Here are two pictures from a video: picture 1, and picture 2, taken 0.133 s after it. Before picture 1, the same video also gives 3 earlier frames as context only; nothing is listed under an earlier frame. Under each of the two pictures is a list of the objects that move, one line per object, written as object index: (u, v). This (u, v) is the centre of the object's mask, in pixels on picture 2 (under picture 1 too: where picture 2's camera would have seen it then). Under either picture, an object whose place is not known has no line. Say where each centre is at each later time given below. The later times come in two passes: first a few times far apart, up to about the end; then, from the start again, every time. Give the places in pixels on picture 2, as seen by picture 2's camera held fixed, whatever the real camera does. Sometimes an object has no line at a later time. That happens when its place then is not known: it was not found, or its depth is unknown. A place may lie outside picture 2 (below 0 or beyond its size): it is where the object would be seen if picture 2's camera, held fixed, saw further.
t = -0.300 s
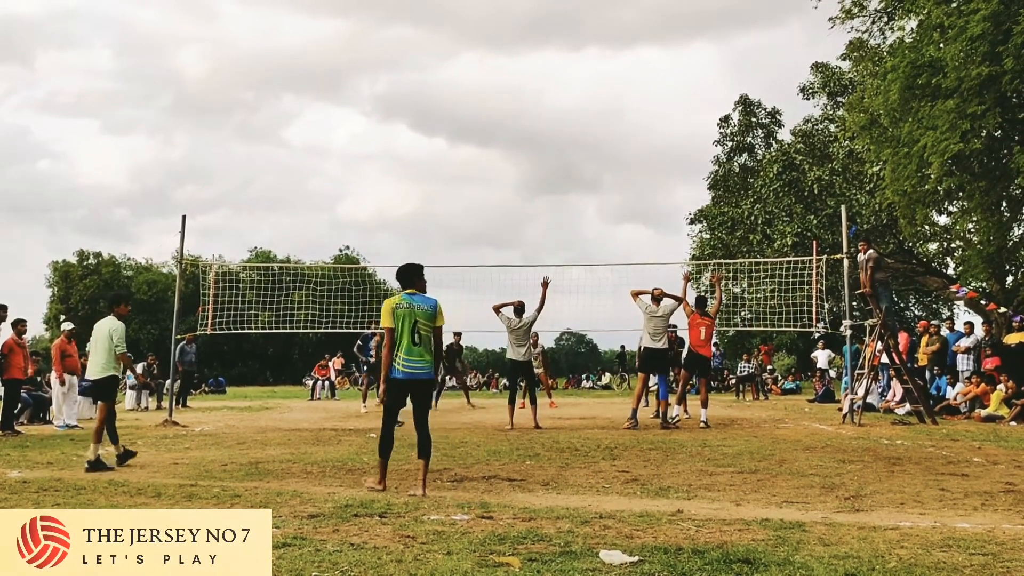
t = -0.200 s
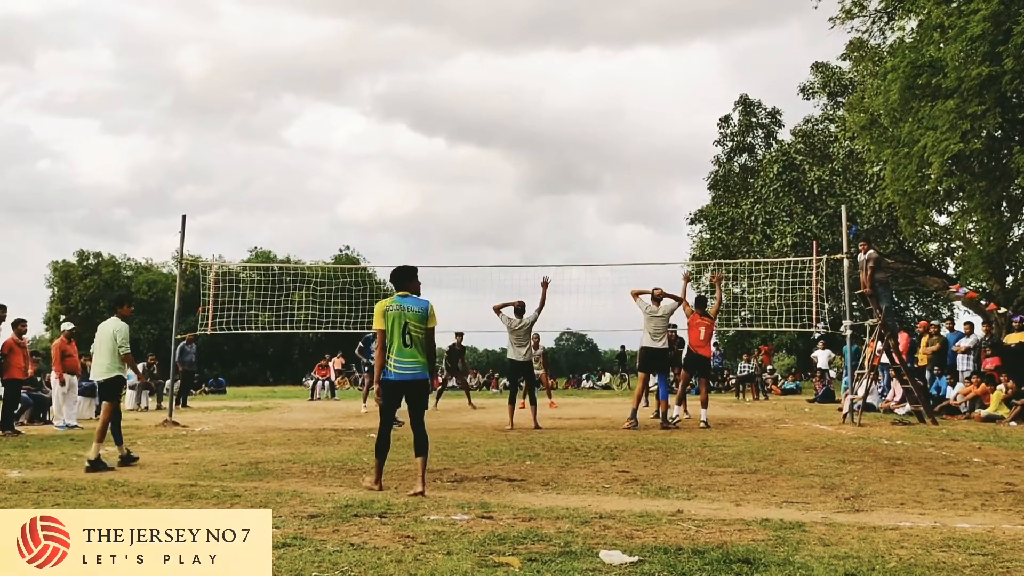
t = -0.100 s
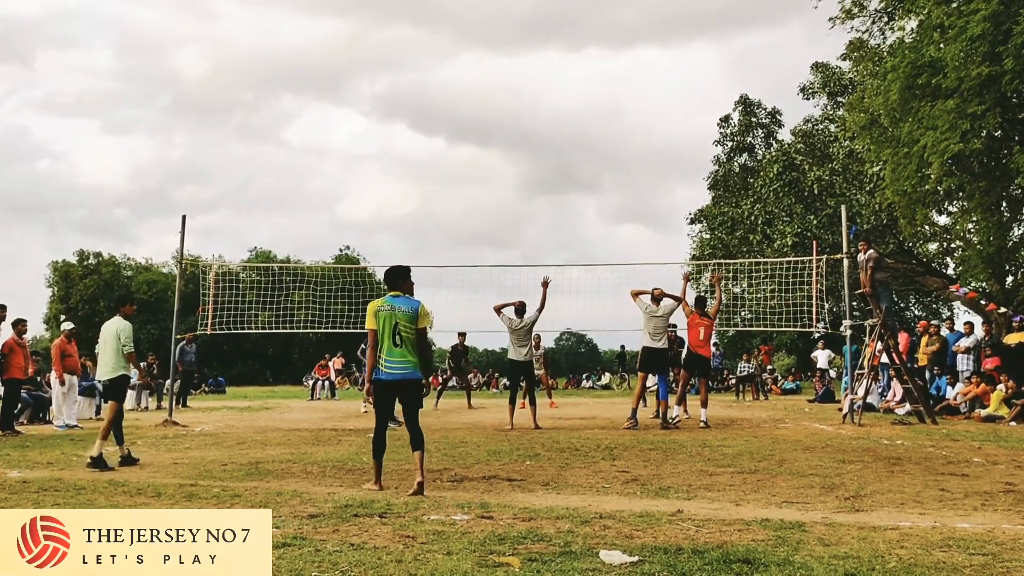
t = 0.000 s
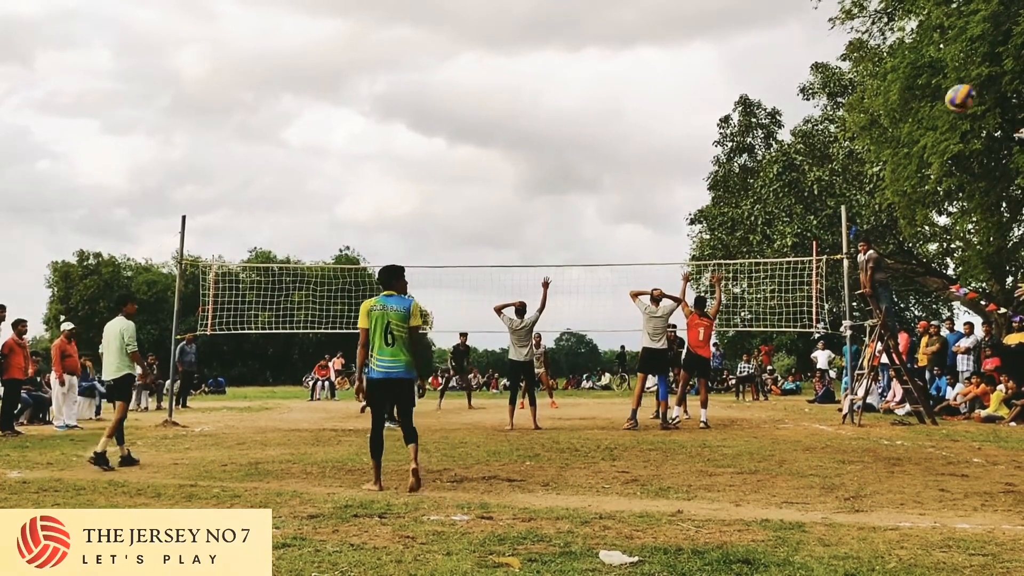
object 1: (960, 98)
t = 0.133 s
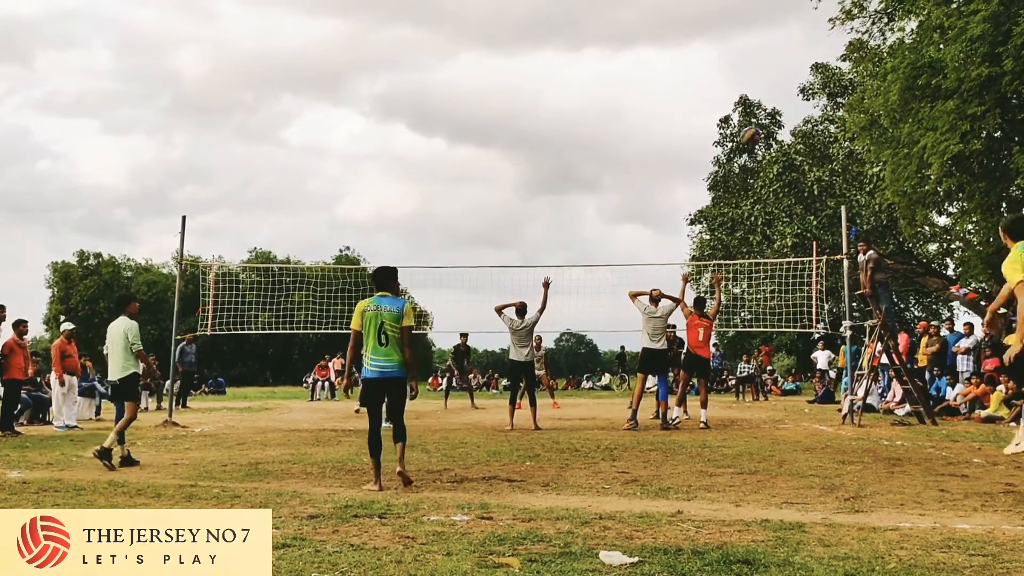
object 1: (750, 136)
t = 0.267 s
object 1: (624, 177)
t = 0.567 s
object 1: (457, 274)
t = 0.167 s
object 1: (713, 146)
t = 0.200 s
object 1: (681, 156)
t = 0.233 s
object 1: (651, 167)
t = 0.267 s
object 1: (624, 177)
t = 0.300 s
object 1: (600, 187)
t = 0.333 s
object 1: (577, 198)
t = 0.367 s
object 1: (556, 209)
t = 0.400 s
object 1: (537, 220)
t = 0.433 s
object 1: (519, 230)
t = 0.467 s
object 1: (501, 241)
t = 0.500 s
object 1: (485, 252)
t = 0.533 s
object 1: (471, 263)
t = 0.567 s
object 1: (457, 274)
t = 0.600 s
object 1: (443, 286)
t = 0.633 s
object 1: (430, 297)
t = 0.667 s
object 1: (423, 309)
